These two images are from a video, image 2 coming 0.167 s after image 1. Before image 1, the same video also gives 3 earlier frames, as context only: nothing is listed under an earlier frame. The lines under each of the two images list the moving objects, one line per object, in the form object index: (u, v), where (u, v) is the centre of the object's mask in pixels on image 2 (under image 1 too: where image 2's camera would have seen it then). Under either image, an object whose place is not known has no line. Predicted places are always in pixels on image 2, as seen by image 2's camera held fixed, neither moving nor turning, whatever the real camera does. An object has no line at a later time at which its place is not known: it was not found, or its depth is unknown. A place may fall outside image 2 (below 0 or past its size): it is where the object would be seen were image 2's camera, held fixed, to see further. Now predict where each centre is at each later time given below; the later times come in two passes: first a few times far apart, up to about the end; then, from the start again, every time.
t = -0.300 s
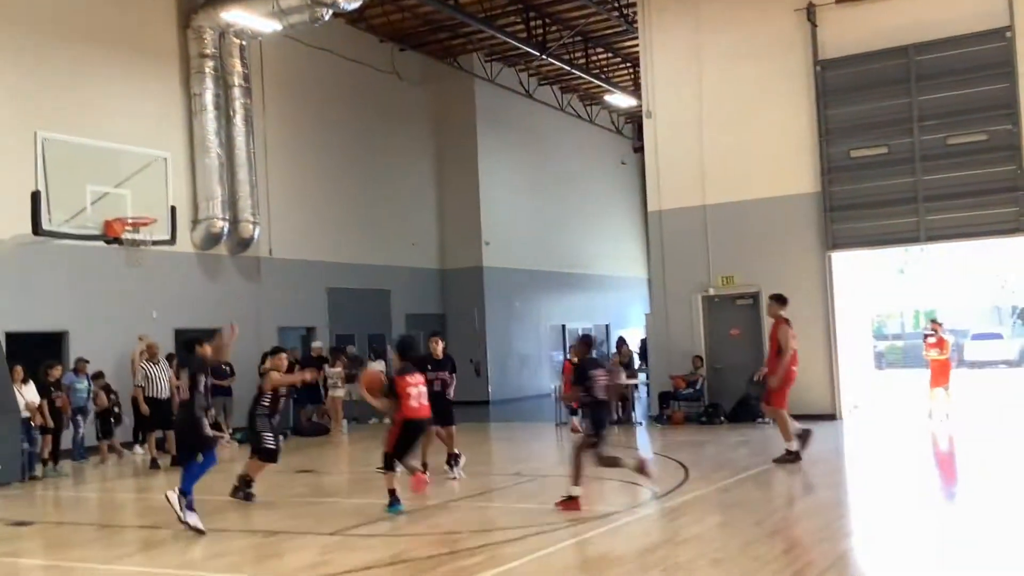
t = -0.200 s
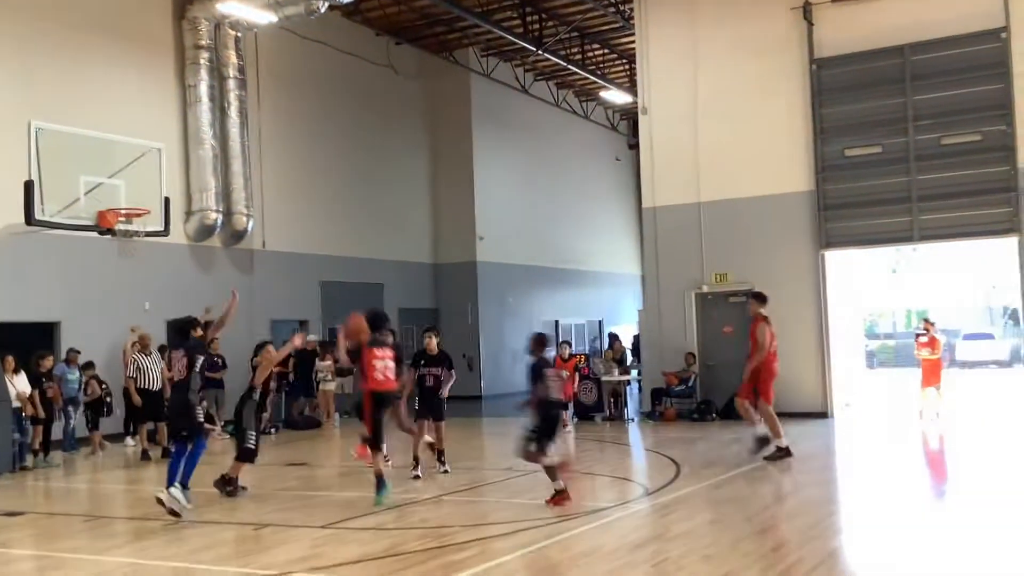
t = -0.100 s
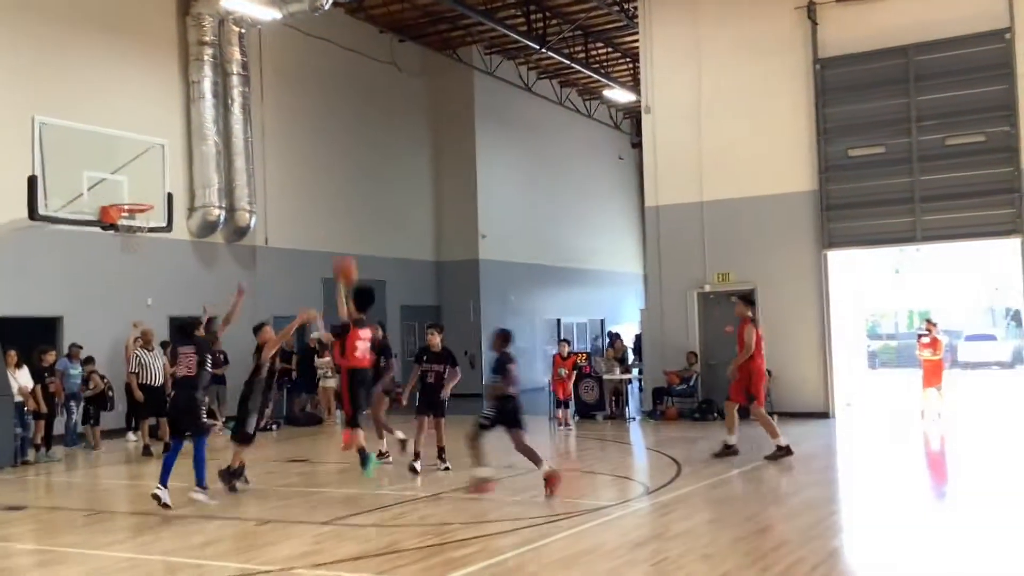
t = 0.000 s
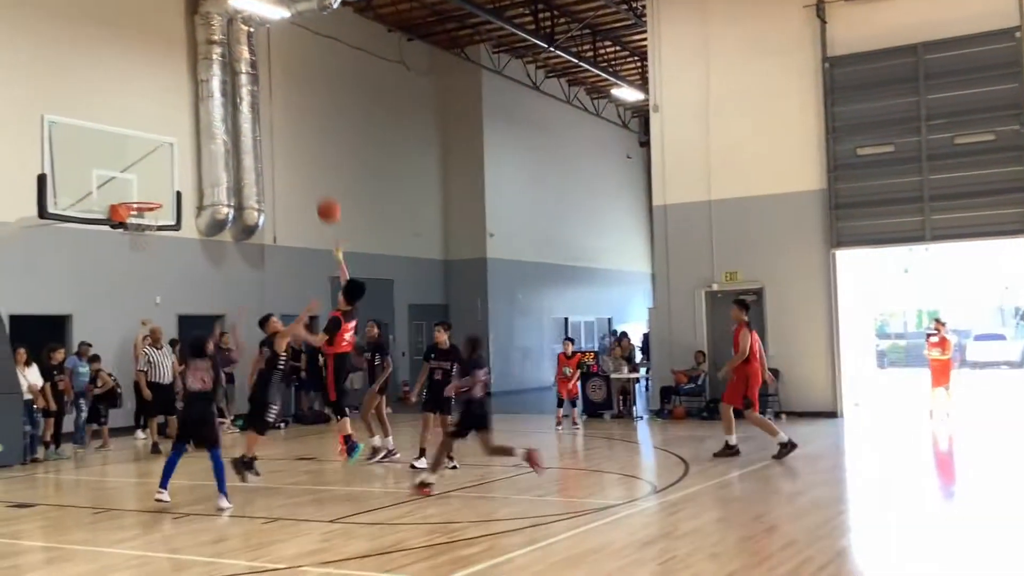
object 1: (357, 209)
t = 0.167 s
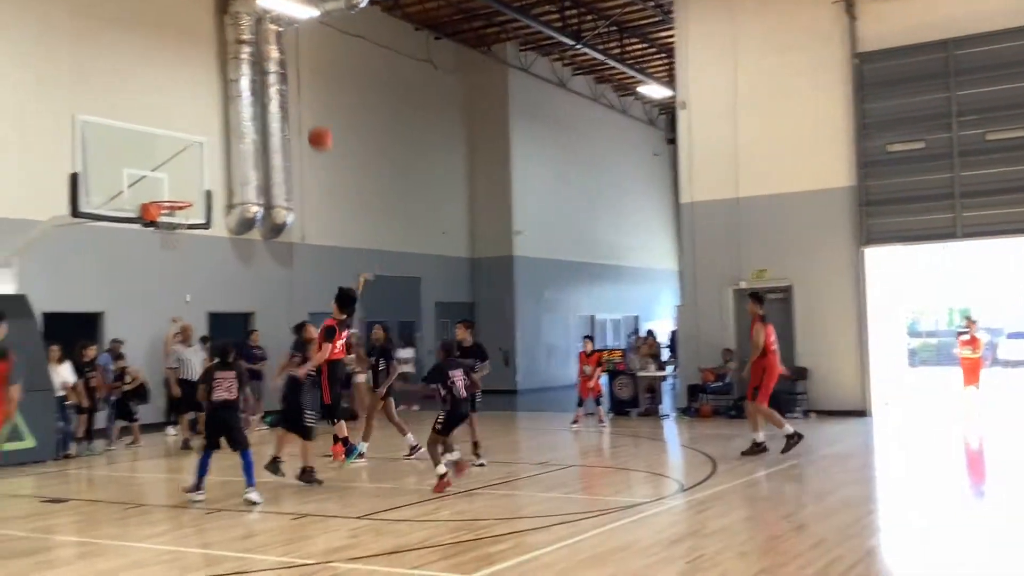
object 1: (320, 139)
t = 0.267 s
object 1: (299, 112)
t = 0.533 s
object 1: (251, 88)
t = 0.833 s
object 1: (202, 136)
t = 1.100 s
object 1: (172, 174)
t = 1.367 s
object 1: (198, 145)
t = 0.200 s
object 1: (313, 129)
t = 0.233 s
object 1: (306, 120)
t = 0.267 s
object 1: (299, 112)
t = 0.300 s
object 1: (292, 106)
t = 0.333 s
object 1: (287, 100)
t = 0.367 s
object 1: (280, 95)
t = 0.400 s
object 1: (274, 92)
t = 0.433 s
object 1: (269, 90)
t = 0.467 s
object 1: (263, 89)
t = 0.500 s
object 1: (258, 89)
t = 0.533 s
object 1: (251, 88)
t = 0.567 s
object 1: (247, 90)
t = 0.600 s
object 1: (239, 92)
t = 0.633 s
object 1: (234, 96)
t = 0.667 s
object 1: (229, 101)
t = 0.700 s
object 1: (223, 106)
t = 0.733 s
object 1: (218, 113)
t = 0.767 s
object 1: (213, 119)
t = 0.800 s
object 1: (207, 127)
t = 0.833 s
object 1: (202, 136)
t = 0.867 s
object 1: (197, 147)
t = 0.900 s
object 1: (192, 157)
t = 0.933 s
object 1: (189, 168)
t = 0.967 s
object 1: (184, 180)
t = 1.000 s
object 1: (179, 192)
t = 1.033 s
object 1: (176, 192)
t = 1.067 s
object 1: (174, 183)
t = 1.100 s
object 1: (172, 174)
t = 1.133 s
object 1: (176, 167)
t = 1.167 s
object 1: (178, 162)
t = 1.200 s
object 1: (181, 157)
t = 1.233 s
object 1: (184, 153)
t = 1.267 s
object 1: (188, 150)
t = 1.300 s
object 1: (191, 147)
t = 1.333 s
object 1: (194, 146)
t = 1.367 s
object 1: (198, 145)
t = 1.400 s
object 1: (201, 146)
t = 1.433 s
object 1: (205, 147)
